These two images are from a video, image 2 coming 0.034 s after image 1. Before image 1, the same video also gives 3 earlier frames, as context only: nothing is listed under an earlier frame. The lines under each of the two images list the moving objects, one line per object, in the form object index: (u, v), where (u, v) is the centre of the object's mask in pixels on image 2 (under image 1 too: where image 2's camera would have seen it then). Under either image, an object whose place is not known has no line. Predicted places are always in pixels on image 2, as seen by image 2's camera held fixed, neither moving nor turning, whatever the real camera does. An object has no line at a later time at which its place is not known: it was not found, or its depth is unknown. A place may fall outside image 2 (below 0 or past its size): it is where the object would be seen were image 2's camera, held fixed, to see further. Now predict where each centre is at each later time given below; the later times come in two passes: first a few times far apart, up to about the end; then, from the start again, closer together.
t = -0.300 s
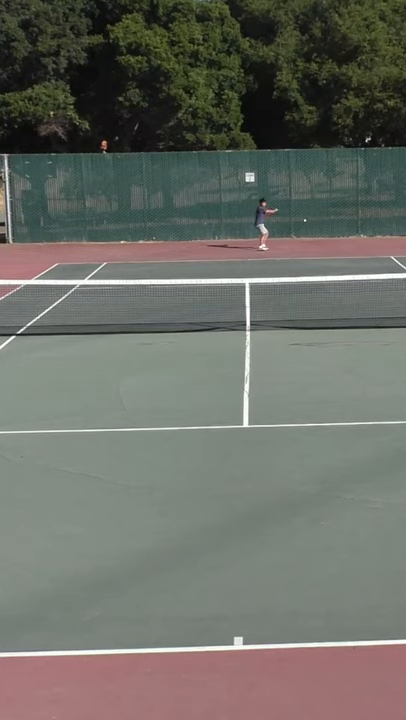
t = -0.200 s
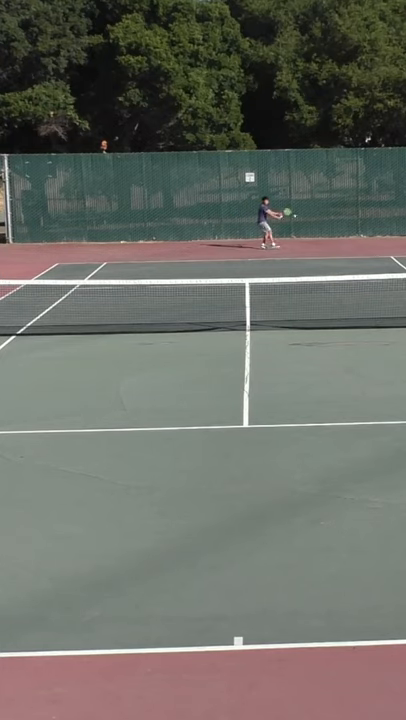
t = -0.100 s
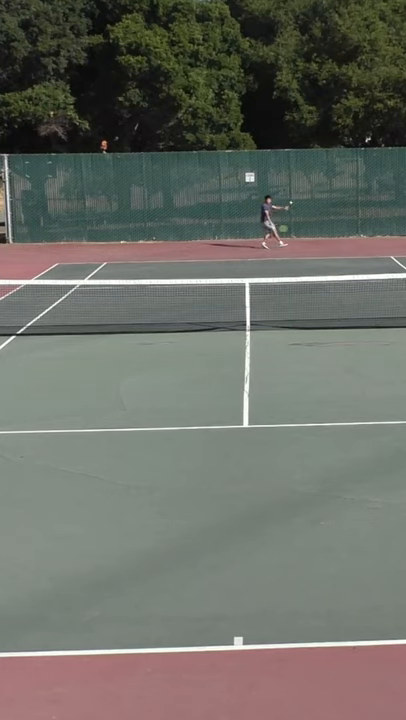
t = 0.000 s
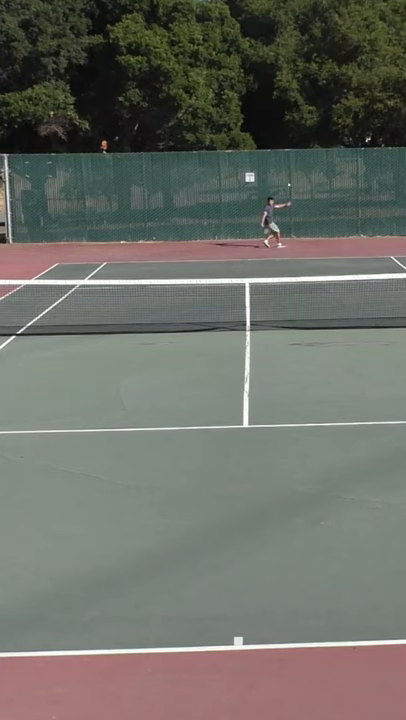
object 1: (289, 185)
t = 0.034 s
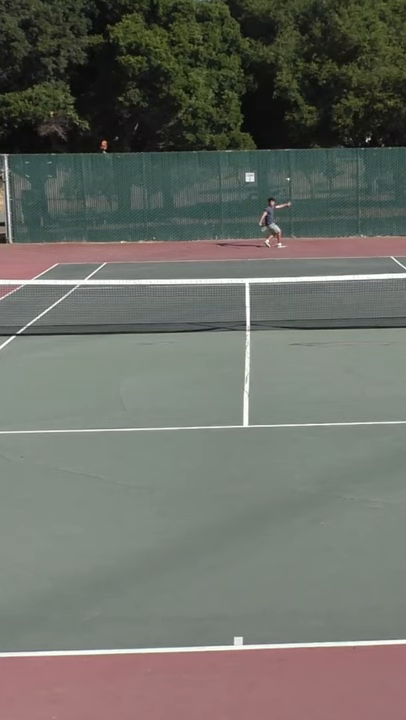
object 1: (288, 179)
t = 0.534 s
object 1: (276, 114)
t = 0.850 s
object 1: (266, 109)
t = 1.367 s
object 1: (240, 240)
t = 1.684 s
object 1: (212, 507)
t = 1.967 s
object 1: (188, 459)
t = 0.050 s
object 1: (288, 176)
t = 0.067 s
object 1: (287, 173)
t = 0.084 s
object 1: (286, 170)
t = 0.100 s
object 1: (286, 168)
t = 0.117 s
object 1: (286, 165)
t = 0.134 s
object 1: (286, 162)
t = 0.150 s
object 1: (285, 160)
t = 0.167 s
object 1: (285, 157)
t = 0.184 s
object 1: (284, 154)
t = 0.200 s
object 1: (284, 152)
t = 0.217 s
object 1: (284, 150)
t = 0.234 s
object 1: (283, 148)
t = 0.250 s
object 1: (283, 145)
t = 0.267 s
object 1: (283, 143)
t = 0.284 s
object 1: (282, 141)
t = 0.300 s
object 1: (282, 138)
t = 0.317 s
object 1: (281, 136)
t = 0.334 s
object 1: (281, 134)
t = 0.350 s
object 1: (280, 132)
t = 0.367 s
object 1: (280, 130)
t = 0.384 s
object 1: (280, 128)
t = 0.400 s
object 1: (280, 127)
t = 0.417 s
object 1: (279, 125)
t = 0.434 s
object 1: (279, 123)
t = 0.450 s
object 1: (278, 121)
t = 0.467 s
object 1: (278, 120)
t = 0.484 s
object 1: (277, 118)
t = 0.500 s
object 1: (277, 117)
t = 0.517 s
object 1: (277, 115)
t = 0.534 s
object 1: (276, 114)
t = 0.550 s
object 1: (276, 113)
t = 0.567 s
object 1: (275, 112)
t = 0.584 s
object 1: (275, 111)
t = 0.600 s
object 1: (274, 110)
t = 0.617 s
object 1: (274, 109)
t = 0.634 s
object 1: (273, 108)
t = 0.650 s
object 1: (273, 108)
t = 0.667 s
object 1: (272, 107)
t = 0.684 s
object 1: (272, 106)
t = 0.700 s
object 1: (271, 106)
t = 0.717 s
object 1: (271, 106)
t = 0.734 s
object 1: (270, 106)
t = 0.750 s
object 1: (270, 106)
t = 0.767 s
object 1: (269, 106)
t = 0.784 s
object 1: (268, 106)
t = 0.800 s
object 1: (268, 107)
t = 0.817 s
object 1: (267, 107)
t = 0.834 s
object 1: (267, 108)
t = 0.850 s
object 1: (266, 109)
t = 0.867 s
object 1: (265, 110)
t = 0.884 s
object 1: (265, 111)
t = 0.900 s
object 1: (265, 113)
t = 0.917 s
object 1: (263, 114)
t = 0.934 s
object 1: (263, 116)
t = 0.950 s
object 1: (262, 117)
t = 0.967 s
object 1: (262, 119)
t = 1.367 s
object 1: (240, 240)
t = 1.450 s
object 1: (234, 290)
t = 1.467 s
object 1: (232, 301)
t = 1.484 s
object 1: (231, 313)
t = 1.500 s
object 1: (230, 326)
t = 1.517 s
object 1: (228, 339)
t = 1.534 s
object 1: (227, 353)
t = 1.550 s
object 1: (225, 367)
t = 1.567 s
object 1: (224, 382)
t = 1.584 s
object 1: (222, 398)
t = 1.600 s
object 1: (220, 414)
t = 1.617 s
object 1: (219, 431)
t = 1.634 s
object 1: (217, 449)
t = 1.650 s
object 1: (215, 467)
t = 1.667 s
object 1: (213, 486)
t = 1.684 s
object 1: (212, 507)
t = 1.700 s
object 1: (208, 528)
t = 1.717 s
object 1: (207, 549)
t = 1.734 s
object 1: (206, 541)
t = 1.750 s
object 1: (205, 534)
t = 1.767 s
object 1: (203, 526)
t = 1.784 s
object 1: (202, 520)
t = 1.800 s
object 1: (201, 513)
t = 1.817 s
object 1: (200, 505)
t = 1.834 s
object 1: (198, 500)
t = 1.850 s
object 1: (197, 494)
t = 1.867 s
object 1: (196, 488)
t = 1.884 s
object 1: (195, 482)
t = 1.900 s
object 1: (194, 477)
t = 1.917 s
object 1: (192, 472)
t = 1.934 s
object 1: (191, 467)
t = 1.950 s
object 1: (190, 463)
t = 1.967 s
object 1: (188, 459)
